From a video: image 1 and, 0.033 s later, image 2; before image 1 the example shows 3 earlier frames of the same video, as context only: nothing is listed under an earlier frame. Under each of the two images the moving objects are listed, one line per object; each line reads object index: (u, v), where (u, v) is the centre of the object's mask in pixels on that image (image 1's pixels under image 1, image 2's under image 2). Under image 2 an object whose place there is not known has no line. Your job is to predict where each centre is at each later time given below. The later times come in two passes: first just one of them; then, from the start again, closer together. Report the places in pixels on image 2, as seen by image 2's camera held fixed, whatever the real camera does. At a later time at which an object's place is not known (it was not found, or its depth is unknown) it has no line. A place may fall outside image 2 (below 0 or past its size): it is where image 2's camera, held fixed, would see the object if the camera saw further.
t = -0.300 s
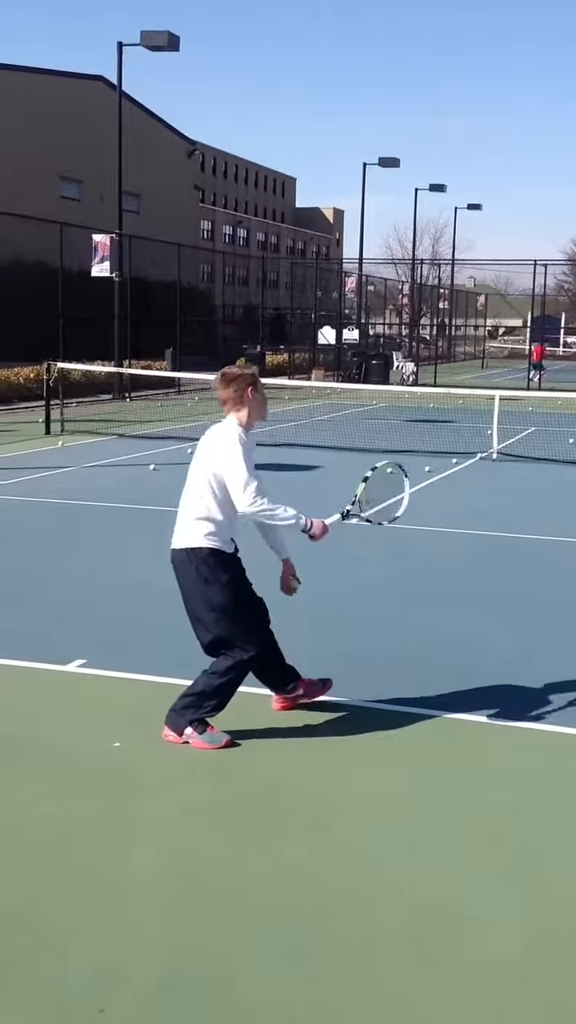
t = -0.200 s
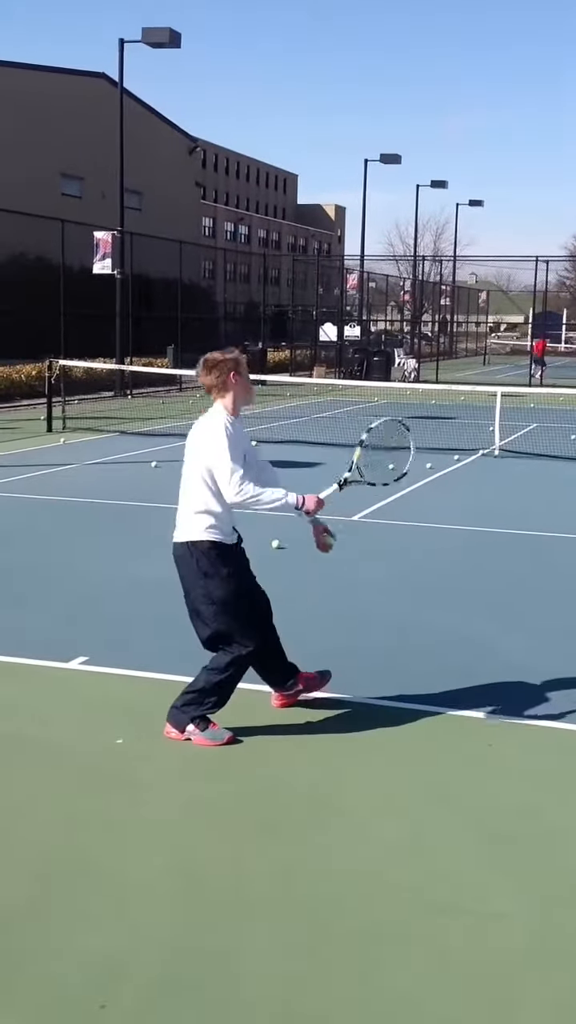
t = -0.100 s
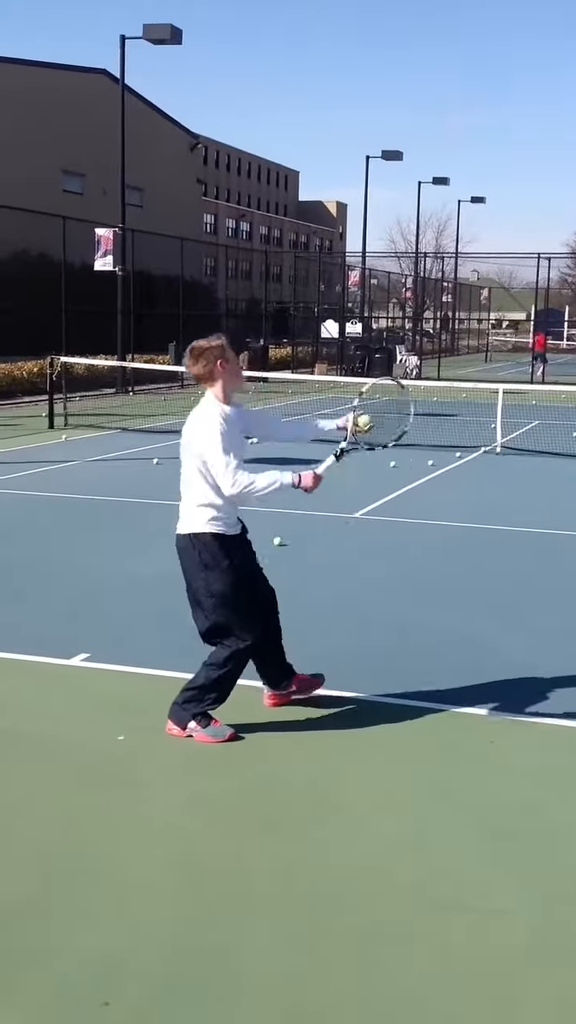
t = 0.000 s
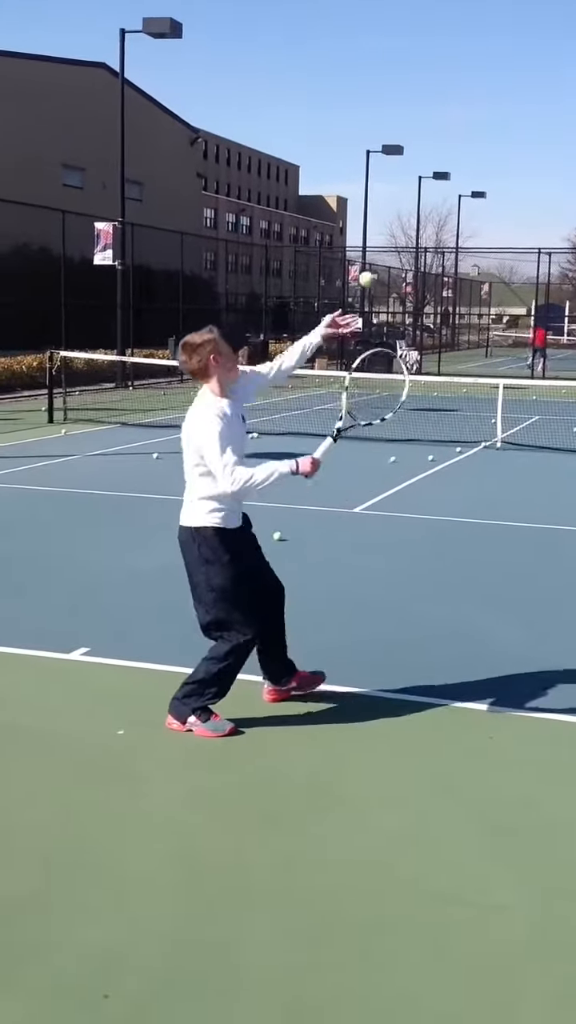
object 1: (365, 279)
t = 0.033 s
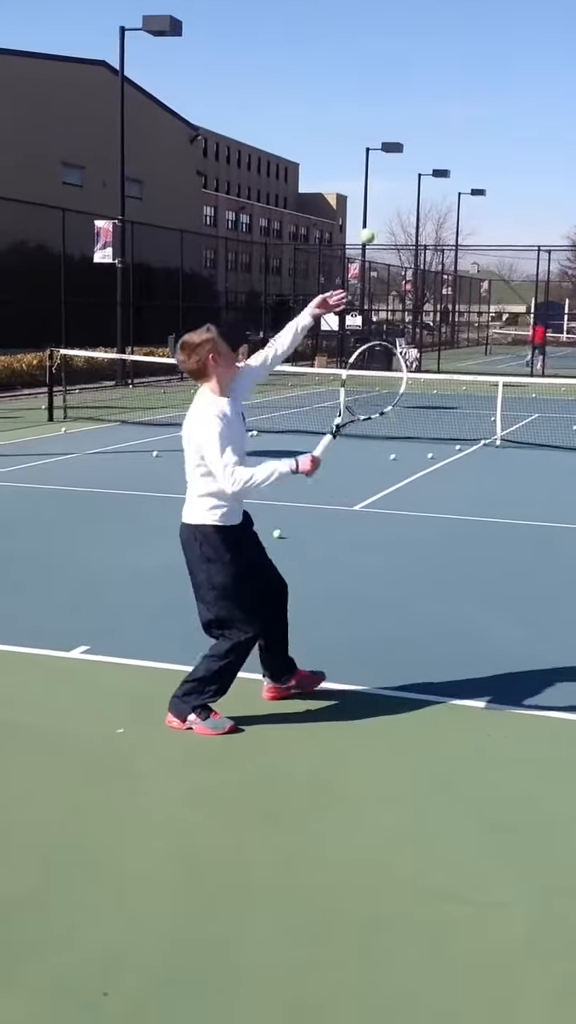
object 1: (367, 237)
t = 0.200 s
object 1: (368, 70)
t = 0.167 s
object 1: (368, 98)
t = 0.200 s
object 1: (368, 70)
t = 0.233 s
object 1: (369, 44)
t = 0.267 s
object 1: (369, 22)
